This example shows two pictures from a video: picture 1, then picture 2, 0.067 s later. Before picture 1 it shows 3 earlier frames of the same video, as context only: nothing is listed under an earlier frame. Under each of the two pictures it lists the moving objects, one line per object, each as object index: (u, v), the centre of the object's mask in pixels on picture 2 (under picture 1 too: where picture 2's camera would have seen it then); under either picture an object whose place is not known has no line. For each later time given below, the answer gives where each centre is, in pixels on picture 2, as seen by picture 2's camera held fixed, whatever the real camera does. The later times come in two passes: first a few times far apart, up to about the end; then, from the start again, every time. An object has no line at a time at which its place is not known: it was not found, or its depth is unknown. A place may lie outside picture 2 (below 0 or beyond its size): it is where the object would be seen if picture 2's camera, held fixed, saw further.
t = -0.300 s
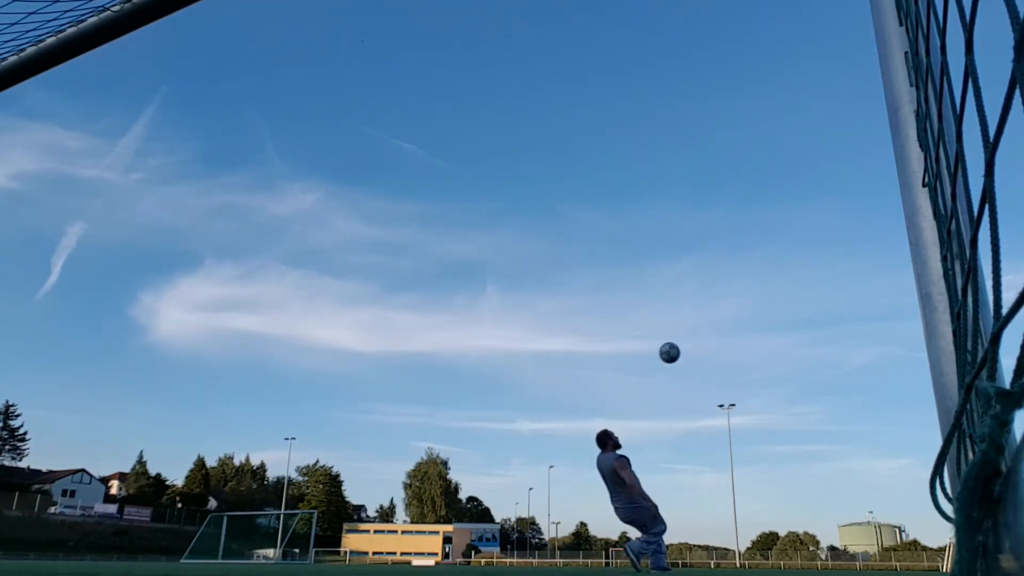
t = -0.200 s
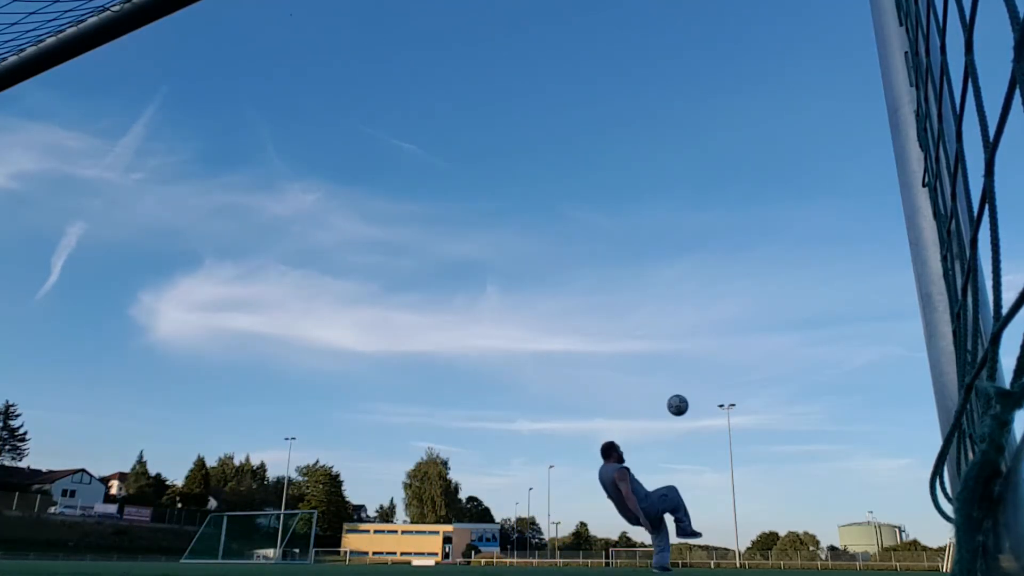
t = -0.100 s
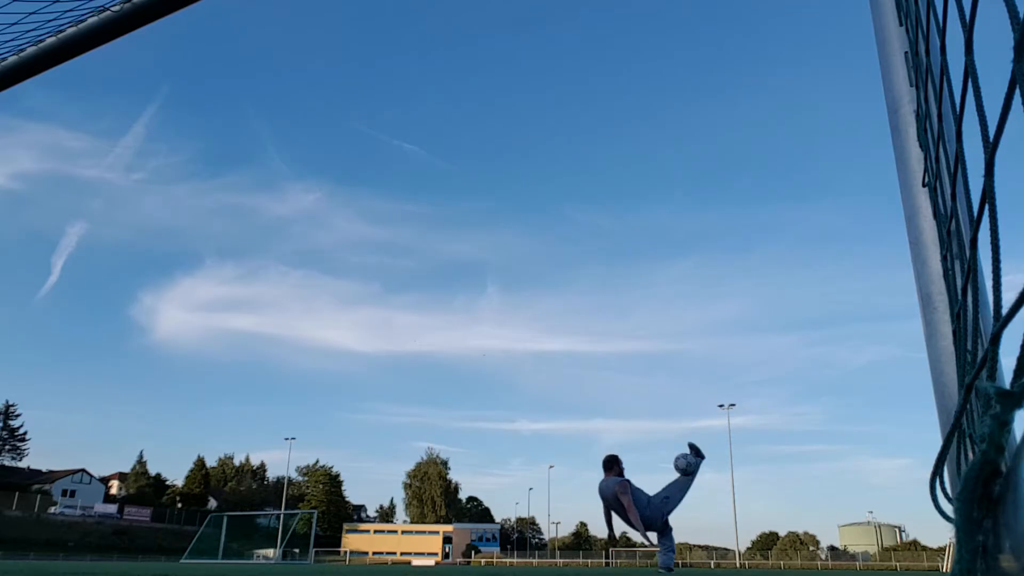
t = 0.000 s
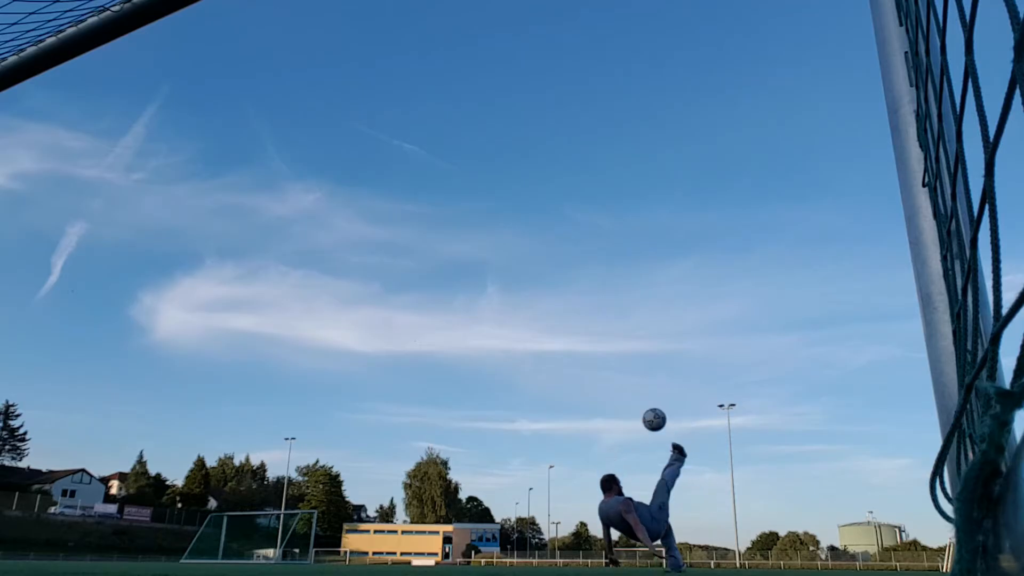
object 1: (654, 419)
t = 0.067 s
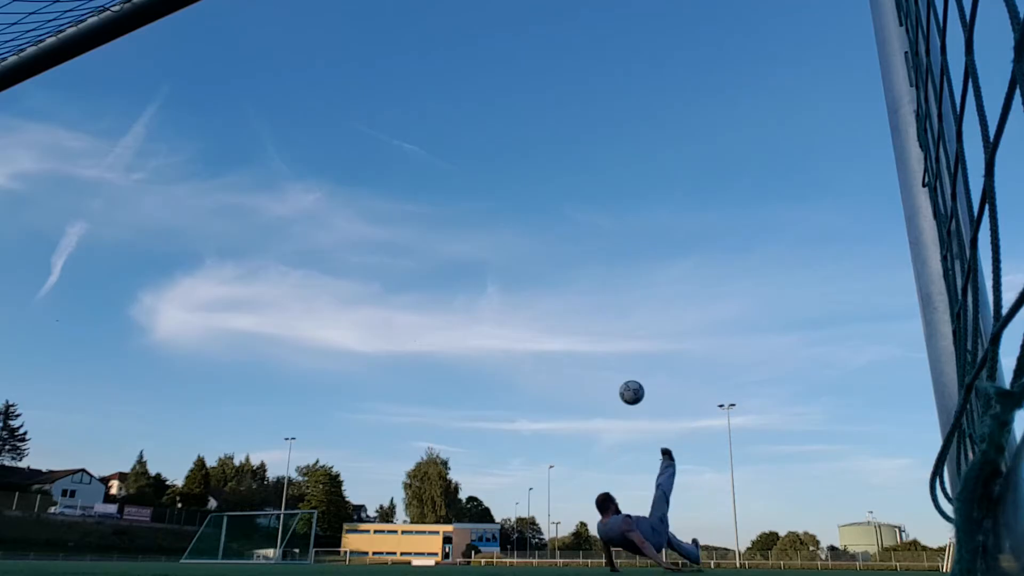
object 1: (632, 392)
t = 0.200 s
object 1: (578, 345)
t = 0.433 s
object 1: (433, 294)
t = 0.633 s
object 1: (172, 325)
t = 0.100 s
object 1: (620, 380)
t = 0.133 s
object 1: (607, 368)
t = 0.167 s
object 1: (593, 356)
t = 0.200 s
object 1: (578, 345)
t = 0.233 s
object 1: (562, 335)
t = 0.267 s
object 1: (545, 326)
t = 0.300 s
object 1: (527, 317)
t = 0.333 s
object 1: (507, 310)
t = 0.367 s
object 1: (485, 303)
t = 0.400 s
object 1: (460, 298)
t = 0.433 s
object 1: (433, 294)
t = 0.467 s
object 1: (403, 292)
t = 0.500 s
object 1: (369, 293)
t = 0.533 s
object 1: (331, 296)
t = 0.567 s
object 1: (286, 301)
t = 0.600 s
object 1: (234, 311)
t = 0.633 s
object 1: (172, 325)
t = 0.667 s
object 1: (95, 346)
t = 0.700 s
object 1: (20, 375)
